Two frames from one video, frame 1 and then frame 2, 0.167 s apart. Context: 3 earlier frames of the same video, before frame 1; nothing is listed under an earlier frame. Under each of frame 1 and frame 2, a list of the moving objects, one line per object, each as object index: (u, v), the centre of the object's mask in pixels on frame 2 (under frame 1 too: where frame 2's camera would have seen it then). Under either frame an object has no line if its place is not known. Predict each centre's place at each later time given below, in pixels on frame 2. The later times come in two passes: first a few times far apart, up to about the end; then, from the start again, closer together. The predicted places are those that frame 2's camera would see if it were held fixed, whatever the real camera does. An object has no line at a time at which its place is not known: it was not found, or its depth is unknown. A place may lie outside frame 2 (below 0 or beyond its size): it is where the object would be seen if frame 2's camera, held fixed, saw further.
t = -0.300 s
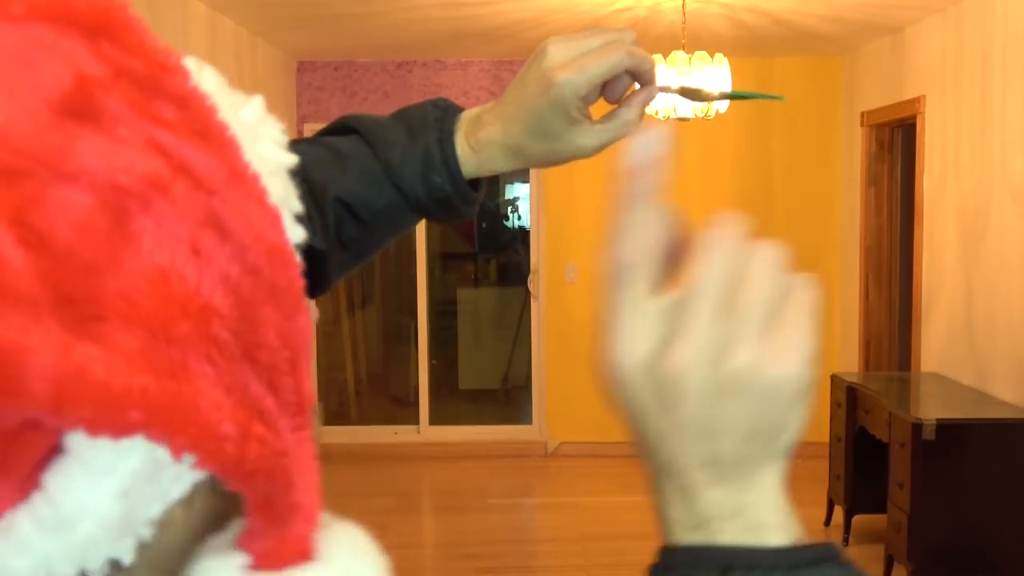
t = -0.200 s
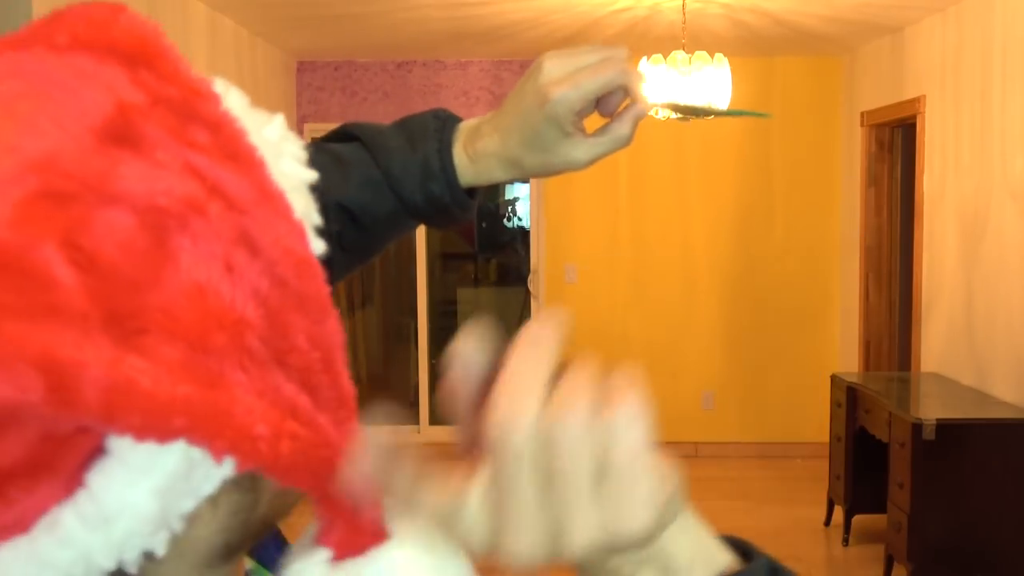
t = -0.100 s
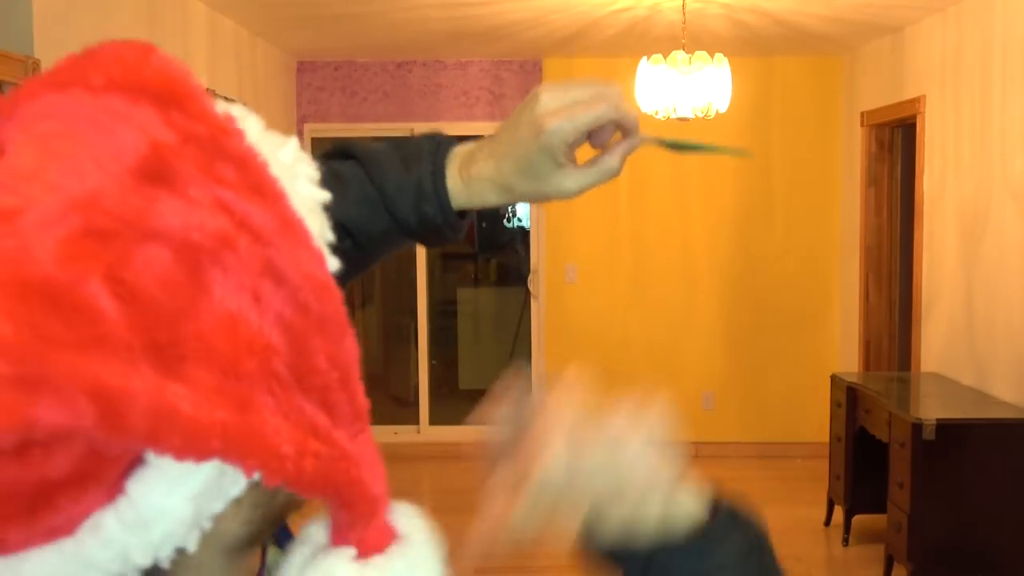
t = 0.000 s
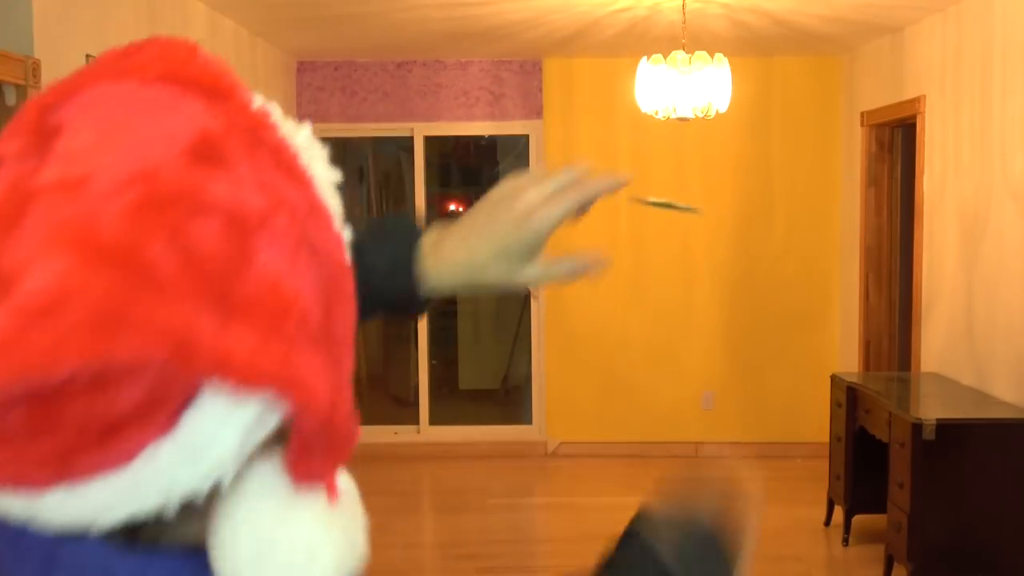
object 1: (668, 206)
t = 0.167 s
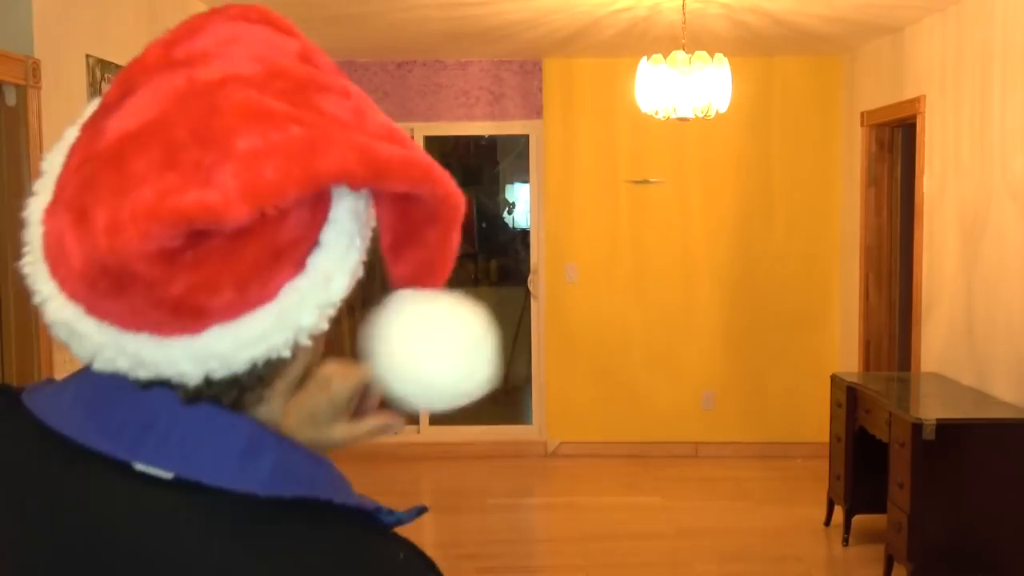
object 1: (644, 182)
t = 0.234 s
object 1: (639, 172)
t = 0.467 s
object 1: (607, 146)
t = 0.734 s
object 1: (556, 136)
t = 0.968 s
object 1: (517, 148)
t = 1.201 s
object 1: (500, 179)
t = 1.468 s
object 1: (520, 262)
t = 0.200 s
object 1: (642, 176)
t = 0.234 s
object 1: (639, 172)
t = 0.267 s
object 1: (636, 167)
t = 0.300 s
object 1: (633, 163)
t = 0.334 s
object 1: (628, 159)
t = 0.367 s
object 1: (623, 155)
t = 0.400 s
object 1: (618, 152)
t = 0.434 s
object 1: (613, 148)
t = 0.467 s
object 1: (607, 146)
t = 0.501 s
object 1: (602, 143)
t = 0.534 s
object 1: (595, 140)
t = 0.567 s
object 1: (589, 139)
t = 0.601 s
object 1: (583, 138)
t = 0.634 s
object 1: (576, 136)
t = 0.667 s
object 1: (569, 136)
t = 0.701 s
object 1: (562, 136)
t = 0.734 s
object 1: (556, 136)
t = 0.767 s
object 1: (550, 137)
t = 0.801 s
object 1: (544, 137)
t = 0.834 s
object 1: (539, 139)
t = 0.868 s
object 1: (534, 140)
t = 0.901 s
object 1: (525, 143)
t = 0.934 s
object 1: (522, 144)
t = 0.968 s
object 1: (517, 148)
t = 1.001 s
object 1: (516, 150)
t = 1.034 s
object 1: (508, 155)
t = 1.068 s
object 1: (507, 158)
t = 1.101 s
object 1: (502, 162)
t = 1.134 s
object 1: (502, 167)
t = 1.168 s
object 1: (500, 172)
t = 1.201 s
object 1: (500, 179)
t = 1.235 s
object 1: (501, 186)
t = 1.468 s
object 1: (520, 262)
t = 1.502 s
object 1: (525, 273)
